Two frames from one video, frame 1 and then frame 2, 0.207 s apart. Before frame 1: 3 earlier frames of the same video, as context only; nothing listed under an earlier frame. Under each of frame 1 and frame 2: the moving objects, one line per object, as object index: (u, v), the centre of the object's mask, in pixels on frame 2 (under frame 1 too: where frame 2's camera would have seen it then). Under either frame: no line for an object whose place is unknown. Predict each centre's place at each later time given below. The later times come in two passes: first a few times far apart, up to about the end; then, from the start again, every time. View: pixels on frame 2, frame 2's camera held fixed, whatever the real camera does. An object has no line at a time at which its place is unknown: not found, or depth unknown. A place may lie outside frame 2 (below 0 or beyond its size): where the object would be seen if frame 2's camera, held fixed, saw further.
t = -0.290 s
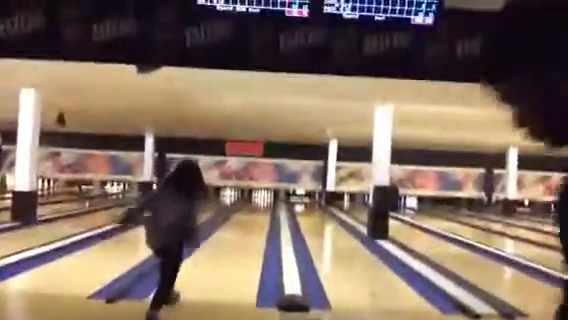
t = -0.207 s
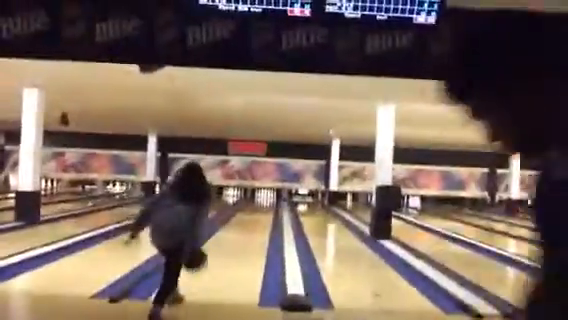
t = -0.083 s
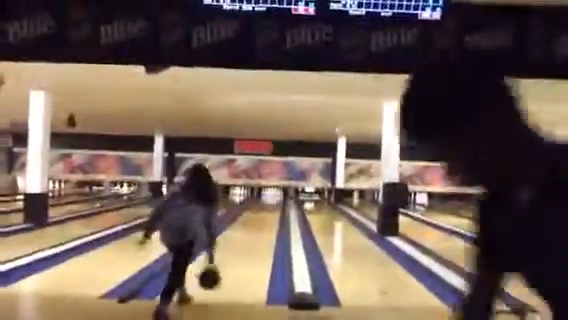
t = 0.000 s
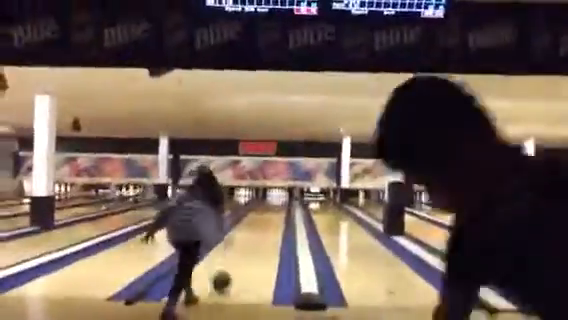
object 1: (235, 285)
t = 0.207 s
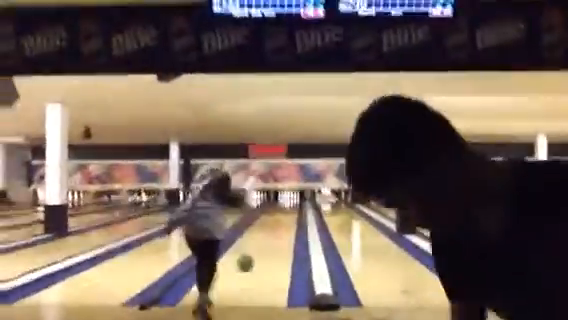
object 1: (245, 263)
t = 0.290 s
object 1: (247, 257)
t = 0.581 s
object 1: (254, 240)
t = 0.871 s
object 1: (258, 229)
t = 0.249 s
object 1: (245, 259)
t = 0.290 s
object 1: (247, 257)
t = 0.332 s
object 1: (249, 254)
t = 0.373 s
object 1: (250, 252)
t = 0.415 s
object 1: (252, 250)
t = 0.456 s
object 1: (252, 248)
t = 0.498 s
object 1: (253, 246)
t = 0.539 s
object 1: (253, 243)
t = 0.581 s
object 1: (254, 240)
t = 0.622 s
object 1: (255, 239)
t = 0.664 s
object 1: (256, 238)
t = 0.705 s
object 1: (257, 237)
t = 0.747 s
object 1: (257, 234)
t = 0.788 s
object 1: (257, 233)
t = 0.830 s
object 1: (258, 231)
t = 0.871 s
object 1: (258, 229)
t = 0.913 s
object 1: (258, 229)
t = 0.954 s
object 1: (259, 228)
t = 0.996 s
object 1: (260, 228)
